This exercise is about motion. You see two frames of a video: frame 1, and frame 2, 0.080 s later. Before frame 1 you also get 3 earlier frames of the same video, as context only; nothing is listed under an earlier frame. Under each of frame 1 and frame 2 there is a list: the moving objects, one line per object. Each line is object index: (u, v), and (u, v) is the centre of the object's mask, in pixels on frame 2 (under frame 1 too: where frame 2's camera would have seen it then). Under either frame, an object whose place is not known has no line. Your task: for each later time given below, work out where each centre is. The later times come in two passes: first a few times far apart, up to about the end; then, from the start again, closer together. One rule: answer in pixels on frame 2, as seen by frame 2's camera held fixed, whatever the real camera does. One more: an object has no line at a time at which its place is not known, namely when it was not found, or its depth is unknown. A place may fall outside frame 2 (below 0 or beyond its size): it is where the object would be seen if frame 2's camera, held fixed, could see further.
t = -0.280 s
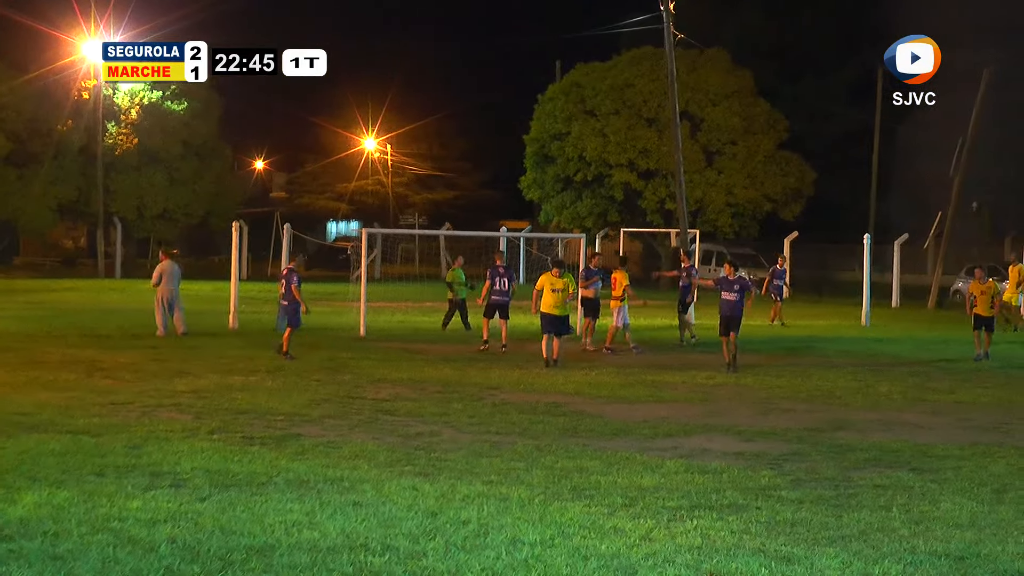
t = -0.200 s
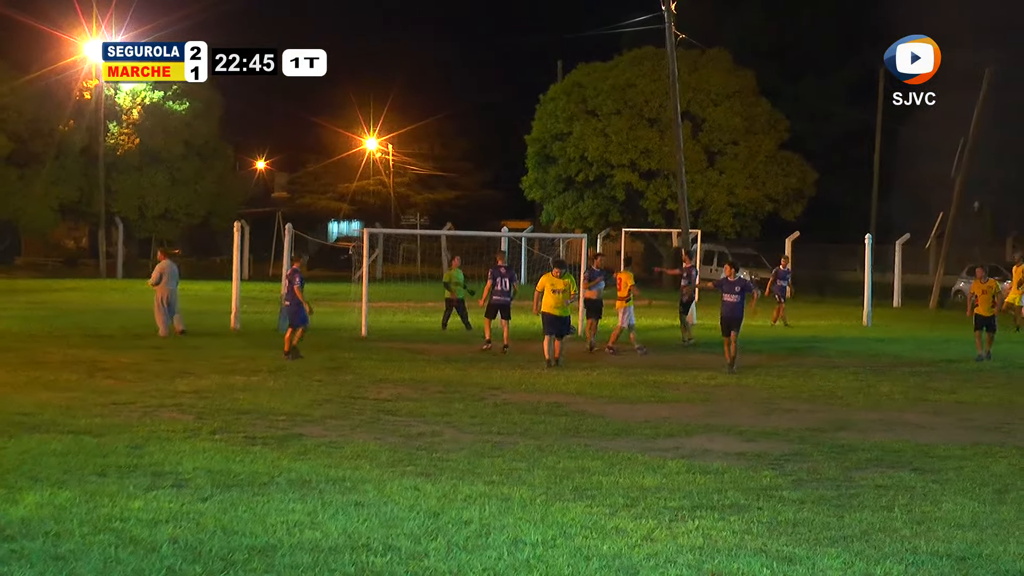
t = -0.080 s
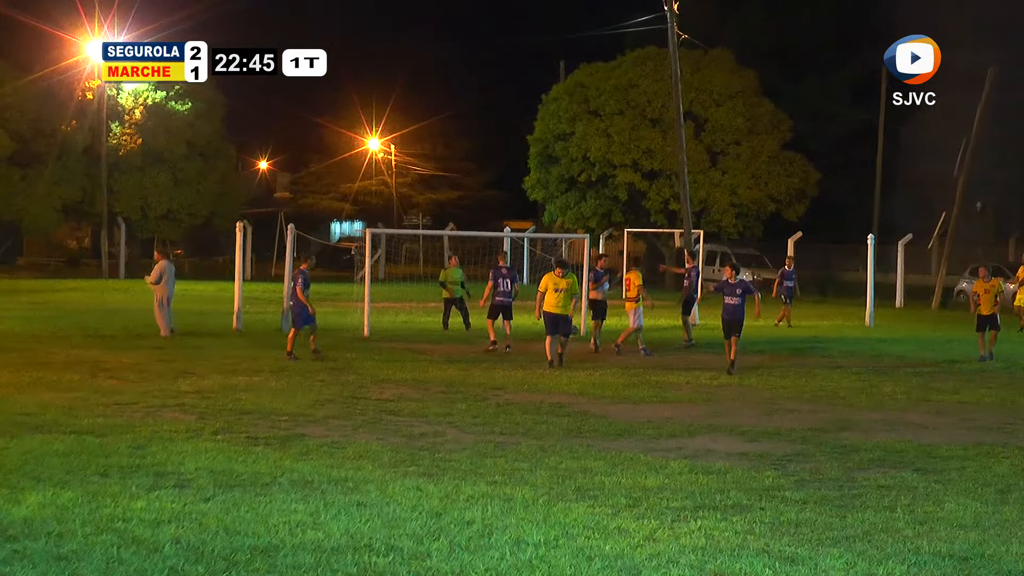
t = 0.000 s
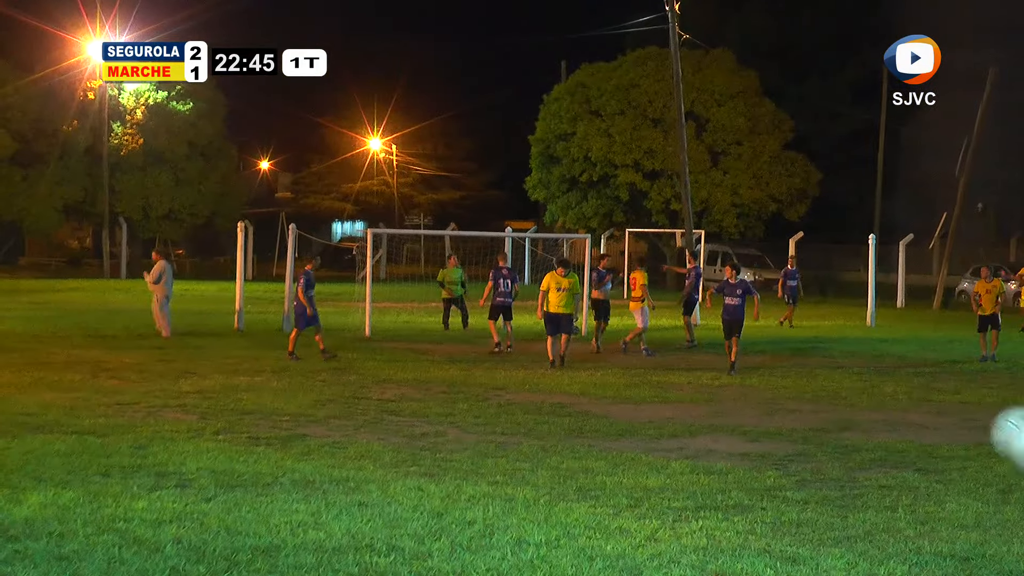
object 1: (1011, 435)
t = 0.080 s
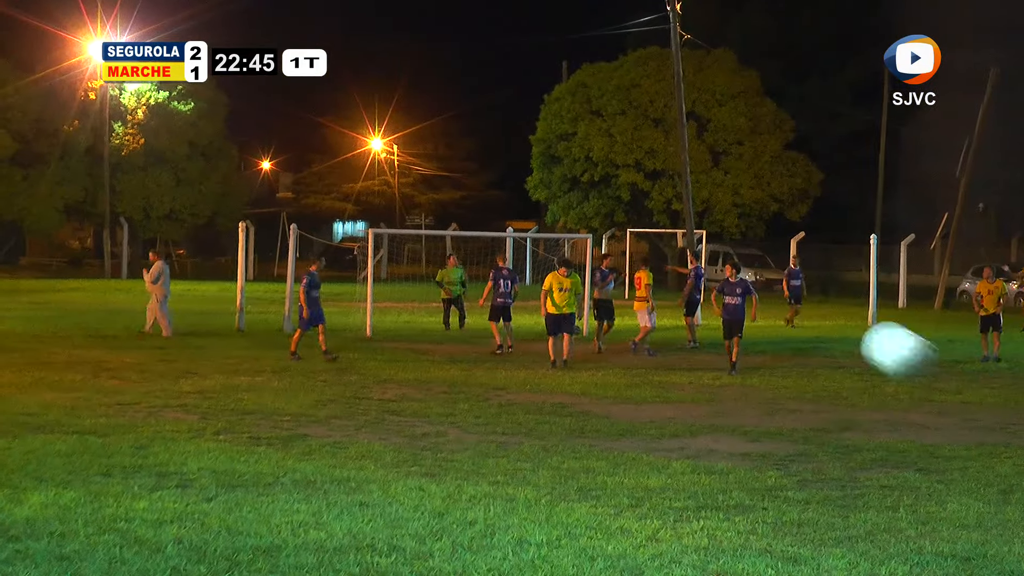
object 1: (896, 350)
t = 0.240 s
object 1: (706, 258)
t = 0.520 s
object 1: (493, 240)
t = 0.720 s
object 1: (383, 279)
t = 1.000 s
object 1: (251, 373)
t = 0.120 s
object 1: (840, 318)
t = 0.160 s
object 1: (791, 293)
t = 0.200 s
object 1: (748, 273)
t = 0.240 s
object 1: (706, 258)
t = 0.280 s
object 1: (670, 247)
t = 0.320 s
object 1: (635, 239)
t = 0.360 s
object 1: (604, 234)
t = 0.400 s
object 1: (573, 232)
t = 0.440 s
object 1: (545, 233)
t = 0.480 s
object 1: (519, 236)
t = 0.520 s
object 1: (493, 240)
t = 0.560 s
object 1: (470, 244)
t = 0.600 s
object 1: (447, 251)
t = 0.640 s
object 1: (424, 260)
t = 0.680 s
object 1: (403, 269)
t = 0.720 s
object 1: (383, 279)
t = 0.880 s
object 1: (305, 329)
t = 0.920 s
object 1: (287, 344)
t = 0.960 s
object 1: (269, 358)
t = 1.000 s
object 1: (251, 373)
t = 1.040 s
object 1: (234, 389)
